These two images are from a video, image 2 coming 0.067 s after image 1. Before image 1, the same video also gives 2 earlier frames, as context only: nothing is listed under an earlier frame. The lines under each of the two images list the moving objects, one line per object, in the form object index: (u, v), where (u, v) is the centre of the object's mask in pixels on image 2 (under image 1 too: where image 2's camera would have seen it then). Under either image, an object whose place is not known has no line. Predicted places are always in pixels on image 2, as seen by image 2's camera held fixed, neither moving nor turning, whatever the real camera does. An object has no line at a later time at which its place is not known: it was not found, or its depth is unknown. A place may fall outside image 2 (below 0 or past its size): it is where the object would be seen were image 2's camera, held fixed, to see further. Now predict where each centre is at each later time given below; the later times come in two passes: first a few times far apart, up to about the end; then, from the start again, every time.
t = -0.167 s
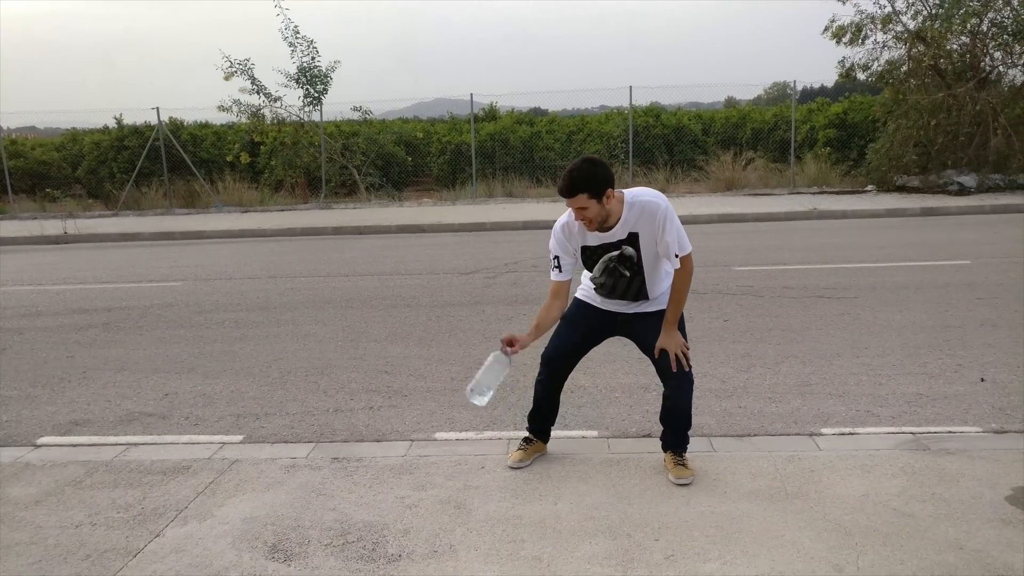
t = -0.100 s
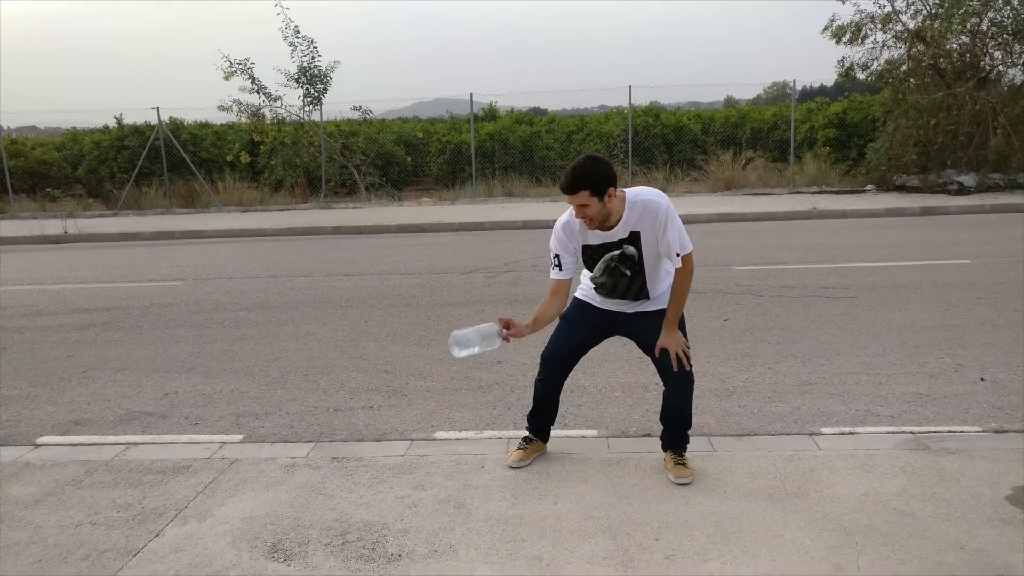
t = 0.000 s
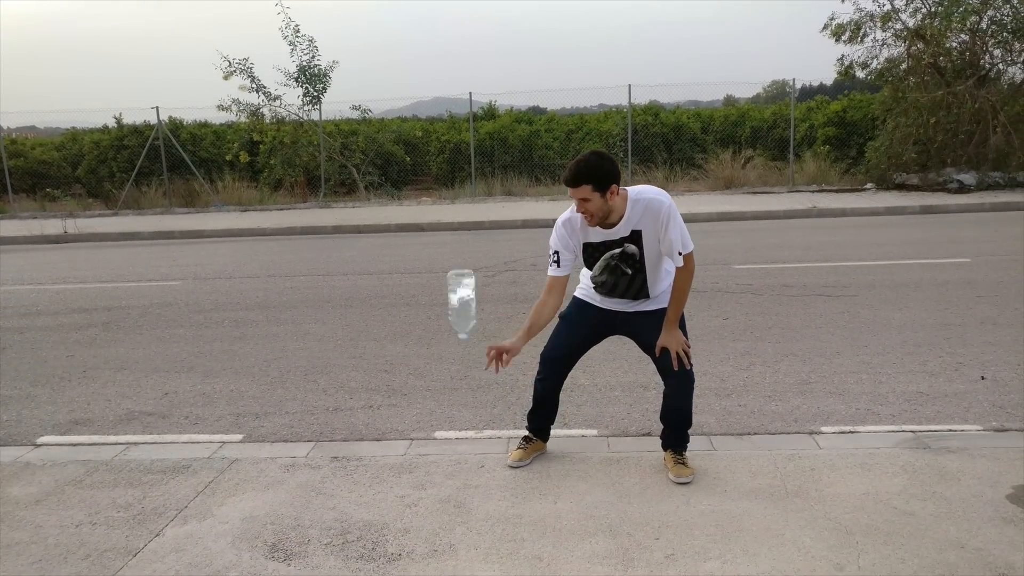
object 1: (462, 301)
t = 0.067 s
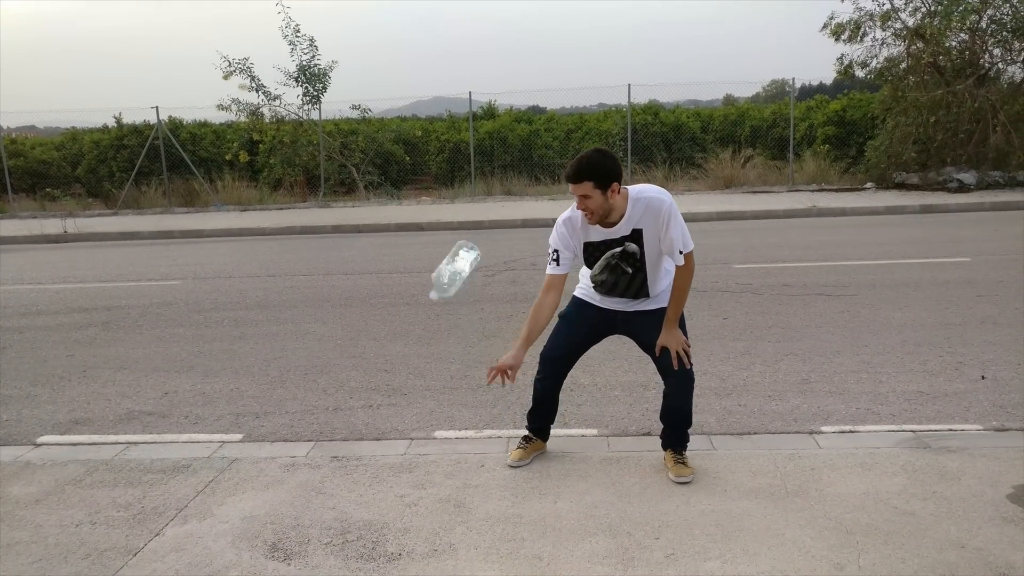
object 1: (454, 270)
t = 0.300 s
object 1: (459, 260)
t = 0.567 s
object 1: (475, 435)
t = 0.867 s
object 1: (489, 490)
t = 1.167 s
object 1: (489, 490)
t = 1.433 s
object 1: (489, 490)
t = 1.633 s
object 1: (490, 490)
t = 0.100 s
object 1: (453, 257)
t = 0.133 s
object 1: (454, 249)
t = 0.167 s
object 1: (454, 244)
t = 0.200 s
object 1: (455, 243)
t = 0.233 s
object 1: (457, 245)
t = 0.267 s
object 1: (458, 251)
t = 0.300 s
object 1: (459, 260)
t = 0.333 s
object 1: (461, 272)
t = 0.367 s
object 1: (463, 287)
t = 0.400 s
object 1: (465, 305)
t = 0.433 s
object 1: (467, 326)
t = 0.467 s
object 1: (468, 349)
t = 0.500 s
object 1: (470, 376)
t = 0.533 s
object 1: (472, 404)
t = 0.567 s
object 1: (475, 435)
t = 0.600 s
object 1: (477, 470)
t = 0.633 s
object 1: (479, 495)
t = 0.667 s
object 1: (480, 493)
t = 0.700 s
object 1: (483, 491)
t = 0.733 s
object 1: (485, 491)
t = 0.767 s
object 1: (486, 491)
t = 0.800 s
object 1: (488, 490)
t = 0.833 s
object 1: (489, 490)
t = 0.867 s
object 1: (489, 490)
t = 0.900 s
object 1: (489, 490)
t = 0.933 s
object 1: (489, 490)
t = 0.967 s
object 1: (489, 490)
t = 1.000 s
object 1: (489, 490)
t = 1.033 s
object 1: (489, 490)
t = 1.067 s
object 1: (489, 490)
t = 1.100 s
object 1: (489, 490)
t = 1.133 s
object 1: (489, 490)
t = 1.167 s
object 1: (489, 490)
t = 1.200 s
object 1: (489, 490)
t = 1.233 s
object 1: (489, 490)
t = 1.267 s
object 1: (489, 490)
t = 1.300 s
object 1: (489, 490)
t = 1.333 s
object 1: (489, 490)
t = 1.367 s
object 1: (489, 490)
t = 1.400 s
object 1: (489, 490)
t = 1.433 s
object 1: (489, 490)
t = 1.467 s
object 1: (489, 490)
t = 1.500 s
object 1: (489, 490)
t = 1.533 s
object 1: (489, 490)
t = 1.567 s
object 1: (489, 490)
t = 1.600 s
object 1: (489, 490)
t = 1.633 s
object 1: (490, 490)
